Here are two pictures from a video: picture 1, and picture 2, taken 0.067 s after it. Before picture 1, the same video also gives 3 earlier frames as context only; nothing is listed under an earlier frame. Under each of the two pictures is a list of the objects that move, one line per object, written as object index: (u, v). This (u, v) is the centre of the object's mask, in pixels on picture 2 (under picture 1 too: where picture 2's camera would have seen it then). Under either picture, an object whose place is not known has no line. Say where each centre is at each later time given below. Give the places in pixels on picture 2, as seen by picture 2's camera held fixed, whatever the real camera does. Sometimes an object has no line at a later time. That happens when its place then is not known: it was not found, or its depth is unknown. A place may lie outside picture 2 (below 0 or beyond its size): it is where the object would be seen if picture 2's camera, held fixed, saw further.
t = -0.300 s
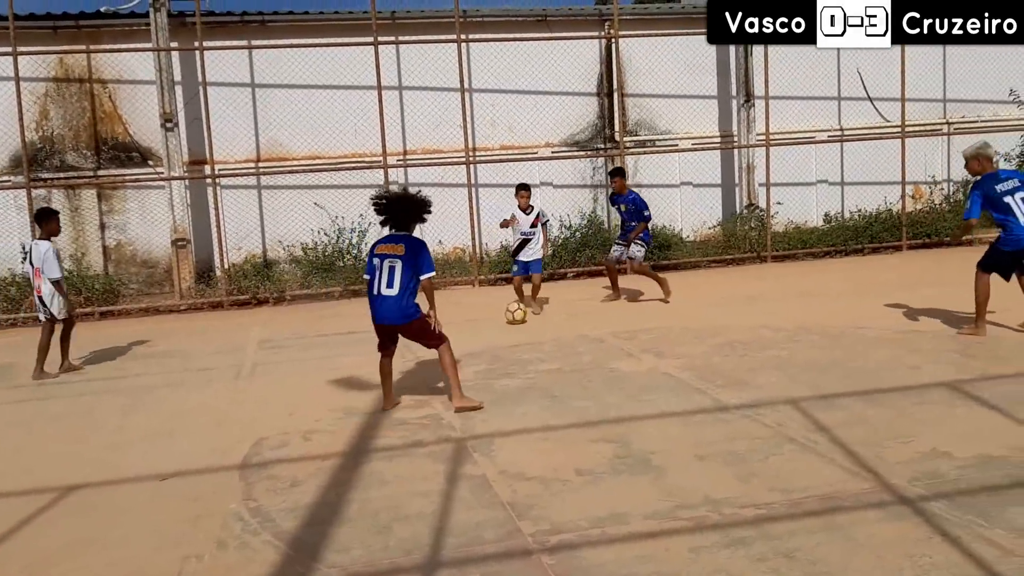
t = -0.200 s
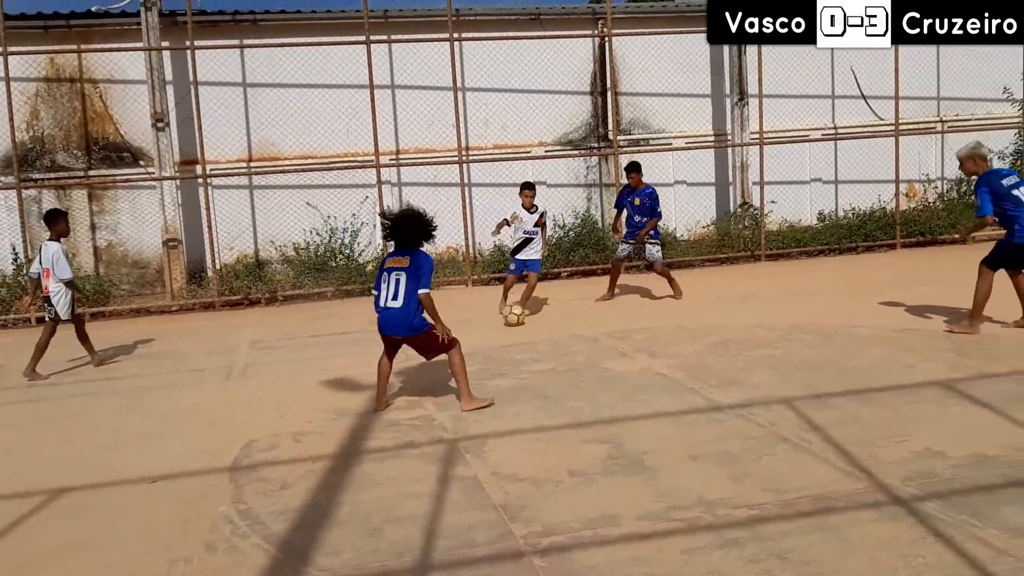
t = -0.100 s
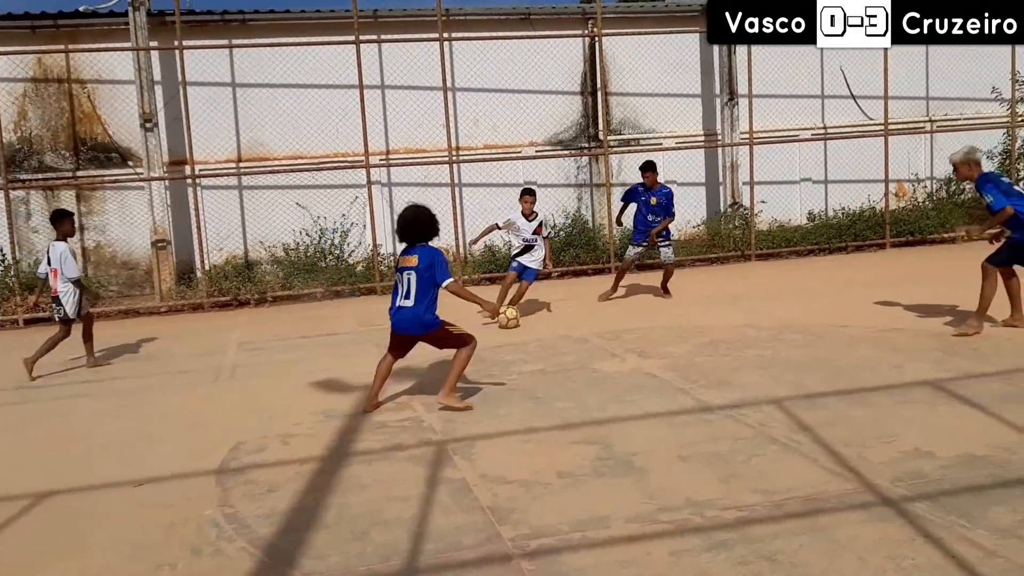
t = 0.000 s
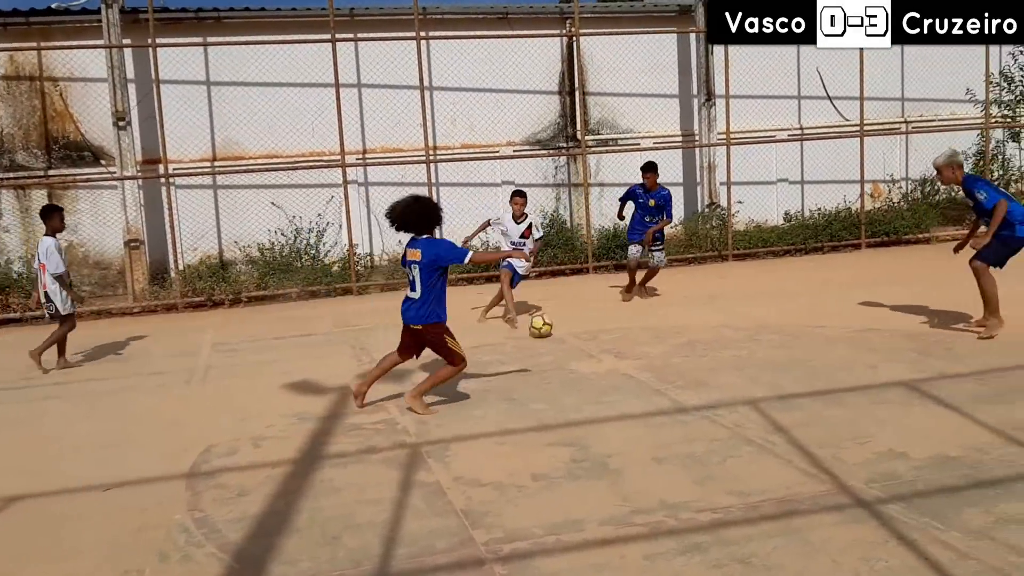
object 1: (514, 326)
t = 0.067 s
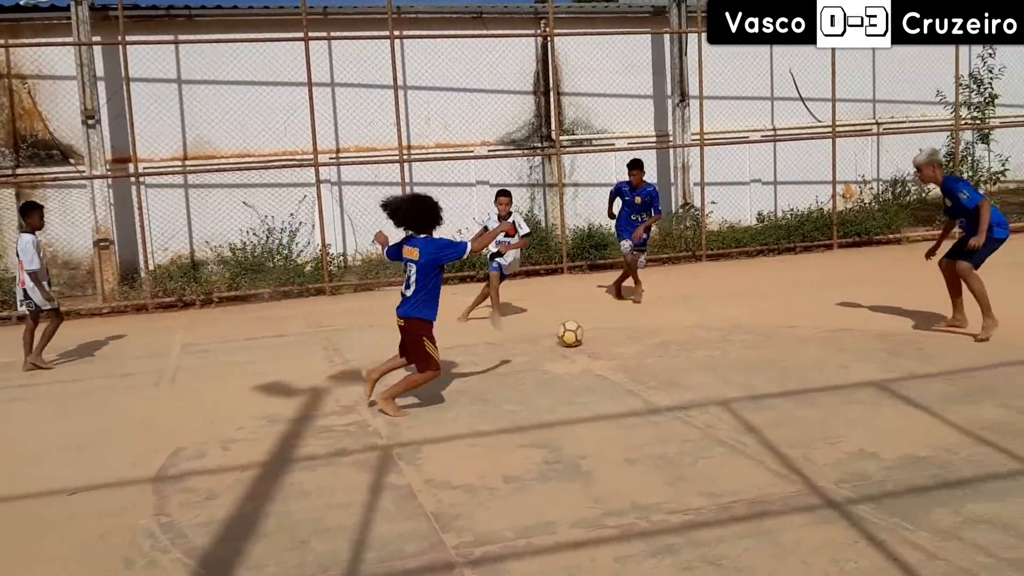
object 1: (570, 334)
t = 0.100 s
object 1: (599, 339)
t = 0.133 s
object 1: (631, 344)
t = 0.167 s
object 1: (664, 348)
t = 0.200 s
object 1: (698, 353)
